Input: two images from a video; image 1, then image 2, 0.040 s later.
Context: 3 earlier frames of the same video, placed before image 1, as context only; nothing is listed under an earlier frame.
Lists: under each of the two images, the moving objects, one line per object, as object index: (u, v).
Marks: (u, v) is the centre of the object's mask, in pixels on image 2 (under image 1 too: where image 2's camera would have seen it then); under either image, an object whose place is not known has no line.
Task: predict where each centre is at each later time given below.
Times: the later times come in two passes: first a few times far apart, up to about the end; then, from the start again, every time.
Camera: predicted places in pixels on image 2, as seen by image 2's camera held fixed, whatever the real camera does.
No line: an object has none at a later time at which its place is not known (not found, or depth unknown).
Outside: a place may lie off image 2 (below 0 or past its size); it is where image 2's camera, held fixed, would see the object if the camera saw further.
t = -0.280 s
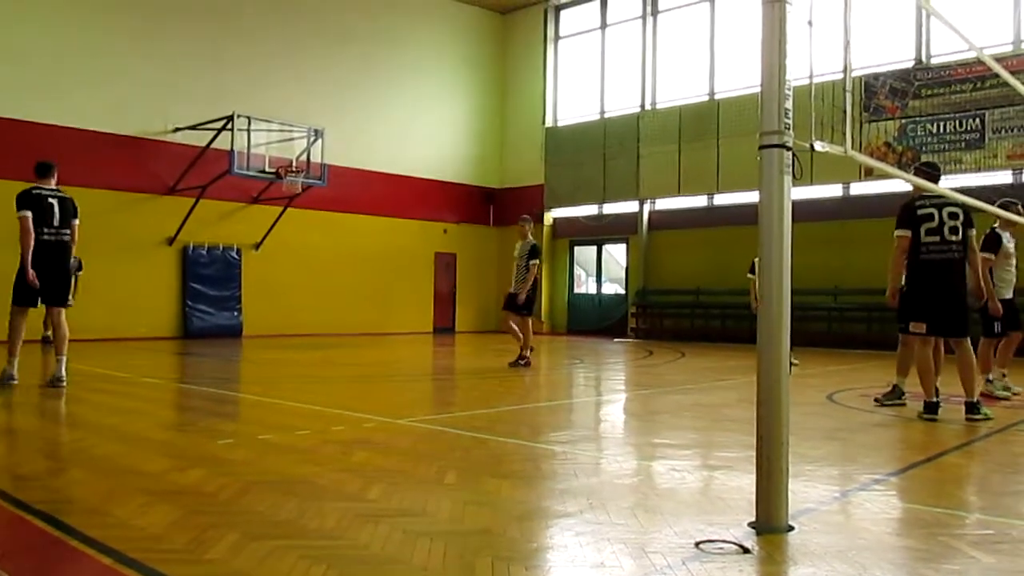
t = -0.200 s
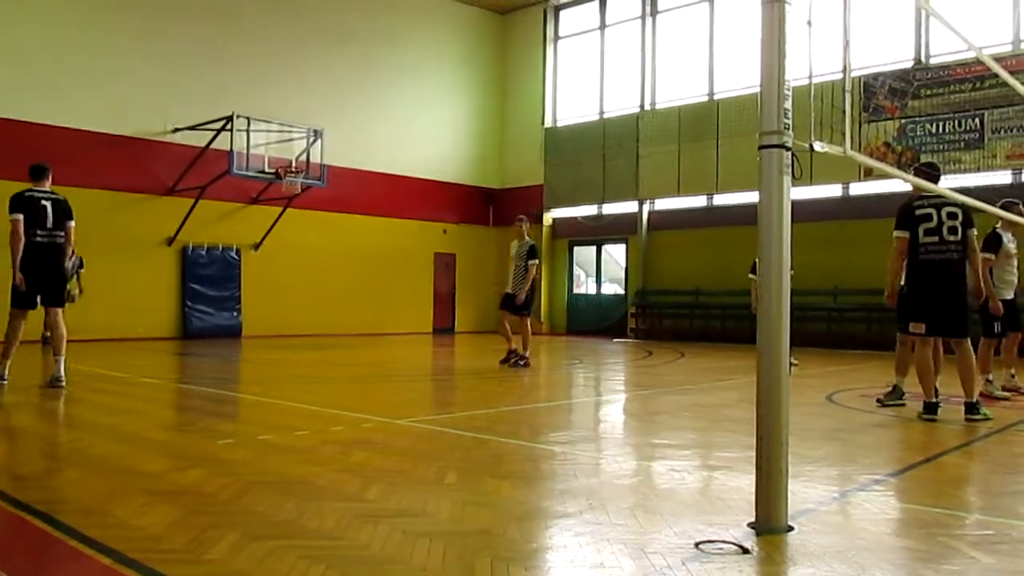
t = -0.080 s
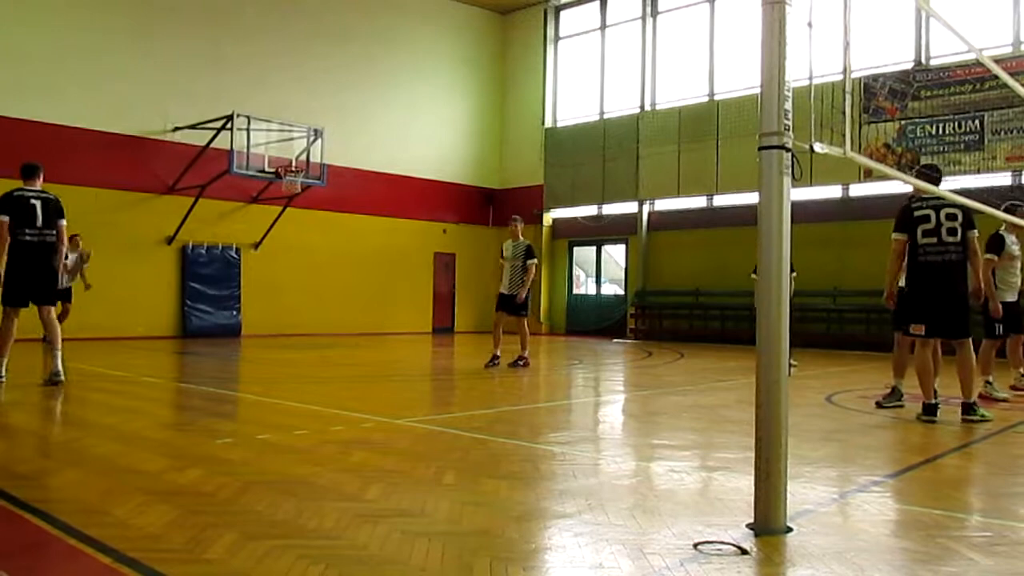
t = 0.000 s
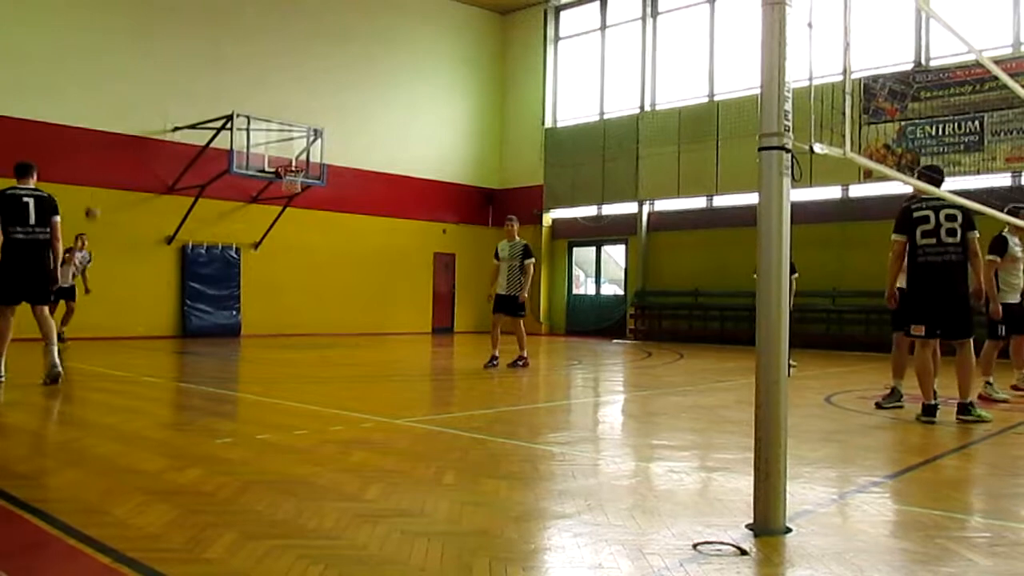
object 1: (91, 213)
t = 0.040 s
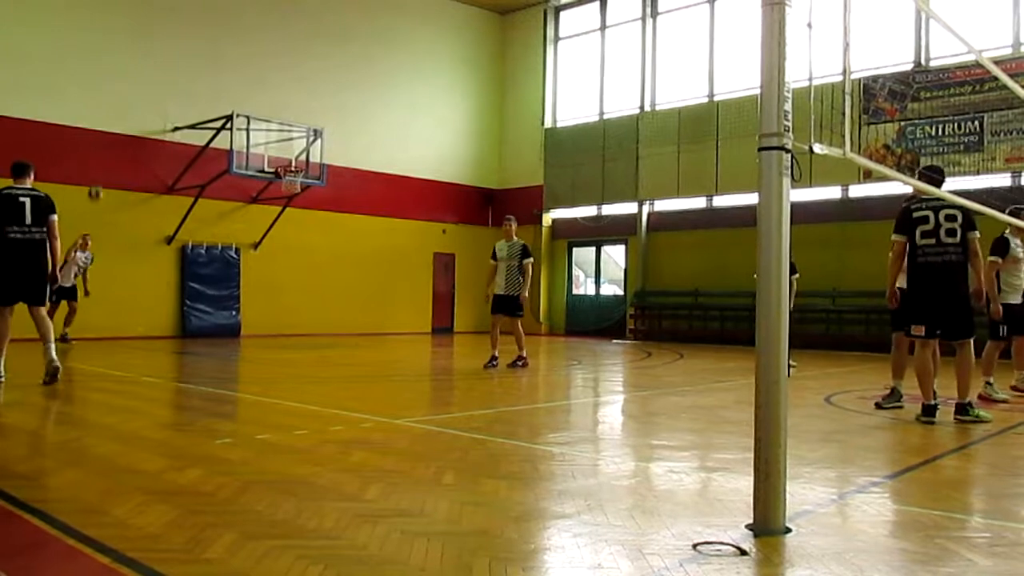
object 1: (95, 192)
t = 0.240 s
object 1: (112, 113)
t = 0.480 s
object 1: (132, 51)
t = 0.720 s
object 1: (152, 32)
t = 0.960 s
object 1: (170, 51)
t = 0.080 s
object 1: (101, 175)
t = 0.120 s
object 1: (104, 159)
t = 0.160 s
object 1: (109, 142)
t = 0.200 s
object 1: (109, 127)
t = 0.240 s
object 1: (112, 113)
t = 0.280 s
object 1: (115, 100)
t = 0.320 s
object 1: (119, 89)
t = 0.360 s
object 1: (122, 78)
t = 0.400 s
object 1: (125, 68)
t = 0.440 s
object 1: (129, 60)
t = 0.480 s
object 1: (132, 51)
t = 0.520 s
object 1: (135, 46)
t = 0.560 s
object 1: (139, 41)
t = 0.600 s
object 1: (142, 37)
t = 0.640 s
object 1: (145, 34)
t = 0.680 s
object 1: (149, 32)
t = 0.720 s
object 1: (152, 32)
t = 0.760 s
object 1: (155, 32)
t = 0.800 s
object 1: (158, 34)
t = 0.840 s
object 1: (161, 36)
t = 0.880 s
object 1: (165, 40)
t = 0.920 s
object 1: (167, 45)
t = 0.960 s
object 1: (170, 51)
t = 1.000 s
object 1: (174, 58)
